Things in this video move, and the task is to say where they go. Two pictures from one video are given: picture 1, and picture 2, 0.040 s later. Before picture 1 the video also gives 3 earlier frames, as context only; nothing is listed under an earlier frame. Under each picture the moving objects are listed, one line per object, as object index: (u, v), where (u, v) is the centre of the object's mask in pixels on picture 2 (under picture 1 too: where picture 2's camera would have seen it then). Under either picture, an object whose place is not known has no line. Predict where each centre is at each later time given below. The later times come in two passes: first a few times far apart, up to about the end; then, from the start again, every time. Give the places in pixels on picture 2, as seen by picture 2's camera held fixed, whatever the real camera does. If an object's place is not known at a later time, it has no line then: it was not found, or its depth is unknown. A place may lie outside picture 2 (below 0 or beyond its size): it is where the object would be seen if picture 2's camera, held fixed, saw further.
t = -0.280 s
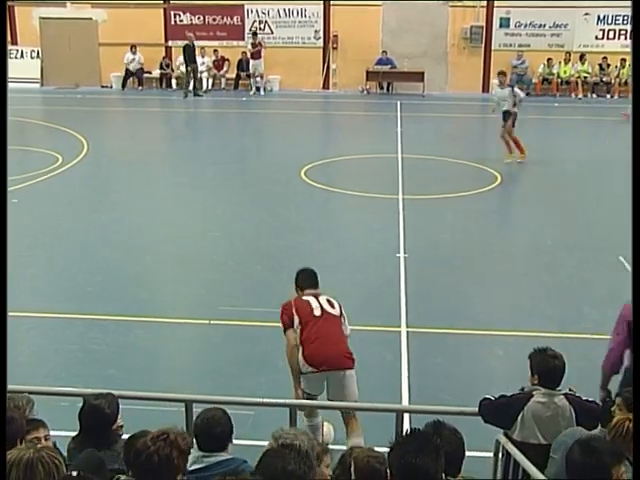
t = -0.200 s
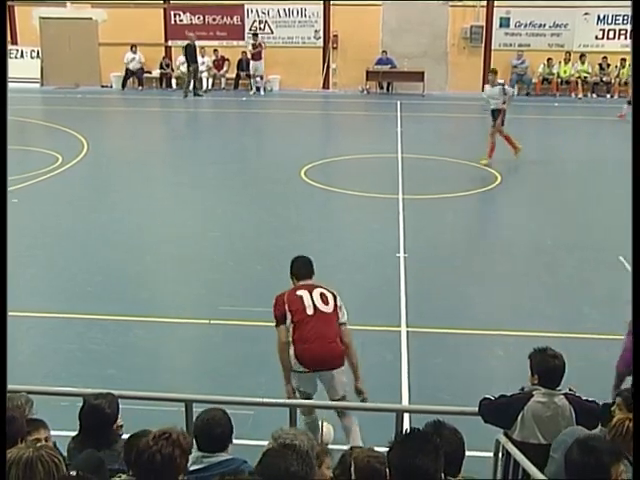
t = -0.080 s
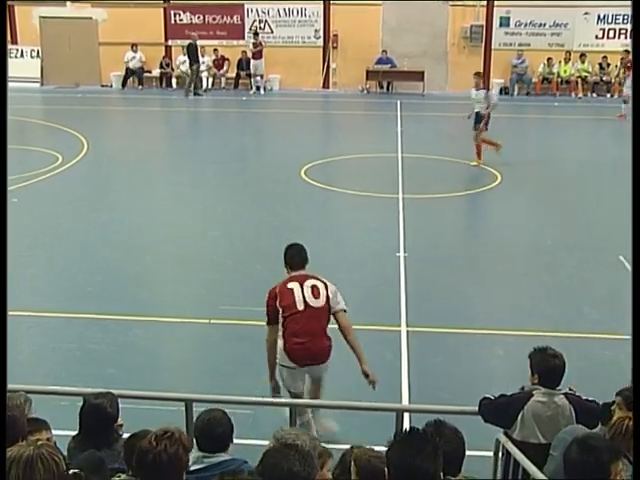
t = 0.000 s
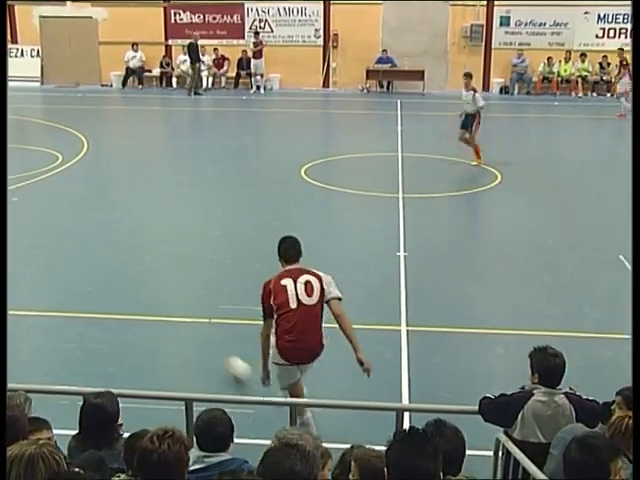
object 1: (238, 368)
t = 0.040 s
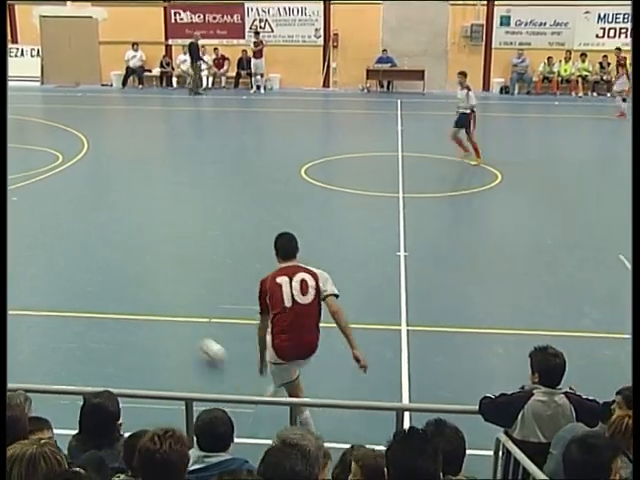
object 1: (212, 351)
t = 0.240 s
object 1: (119, 285)
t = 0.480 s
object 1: (51, 239)
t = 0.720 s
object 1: (7, 209)
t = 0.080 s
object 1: (189, 334)
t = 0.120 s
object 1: (168, 320)
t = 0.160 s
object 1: (149, 306)
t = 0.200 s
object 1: (133, 296)
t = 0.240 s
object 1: (119, 285)
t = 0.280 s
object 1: (106, 276)
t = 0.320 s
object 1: (92, 267)
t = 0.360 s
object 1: (81, 259)
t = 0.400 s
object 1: (70, 252)
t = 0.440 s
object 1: (60, 245)
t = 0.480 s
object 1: (51, 239)
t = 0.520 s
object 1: (43, 233)
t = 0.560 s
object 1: (34, 227)
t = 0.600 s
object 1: (27, 222)
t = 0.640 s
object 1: (19, 219)
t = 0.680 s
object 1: (13, 213)
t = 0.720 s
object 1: (7, 209)
